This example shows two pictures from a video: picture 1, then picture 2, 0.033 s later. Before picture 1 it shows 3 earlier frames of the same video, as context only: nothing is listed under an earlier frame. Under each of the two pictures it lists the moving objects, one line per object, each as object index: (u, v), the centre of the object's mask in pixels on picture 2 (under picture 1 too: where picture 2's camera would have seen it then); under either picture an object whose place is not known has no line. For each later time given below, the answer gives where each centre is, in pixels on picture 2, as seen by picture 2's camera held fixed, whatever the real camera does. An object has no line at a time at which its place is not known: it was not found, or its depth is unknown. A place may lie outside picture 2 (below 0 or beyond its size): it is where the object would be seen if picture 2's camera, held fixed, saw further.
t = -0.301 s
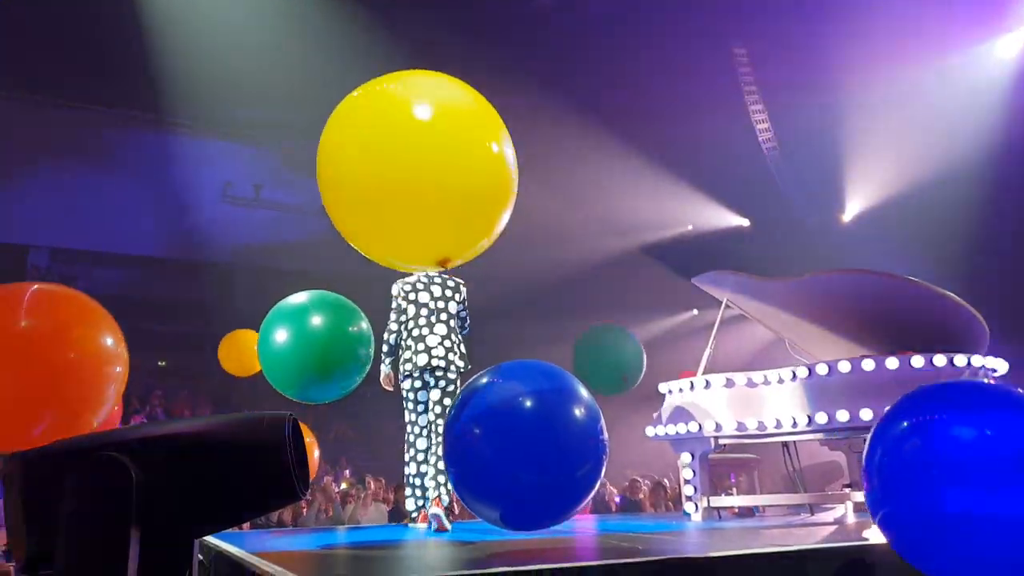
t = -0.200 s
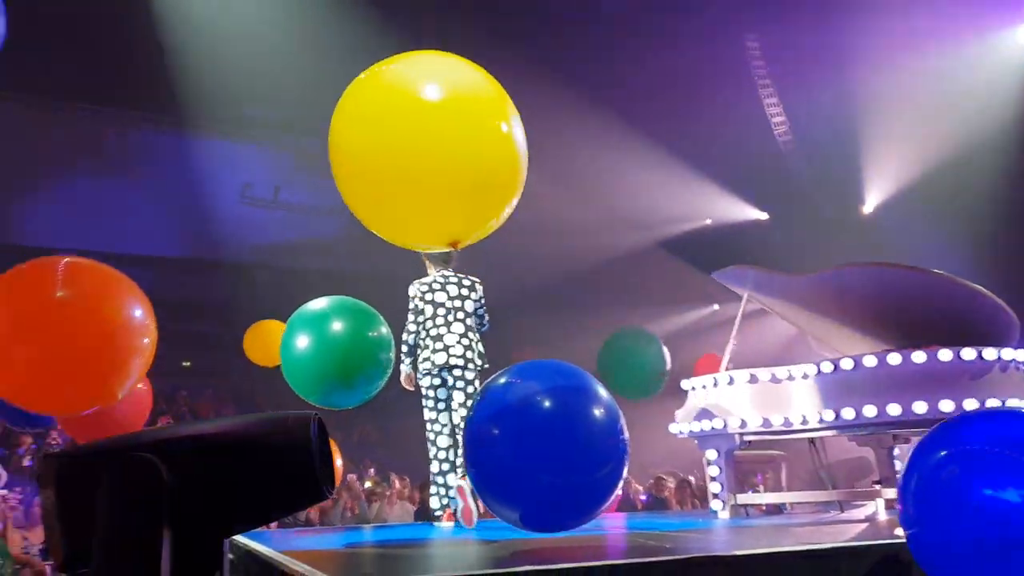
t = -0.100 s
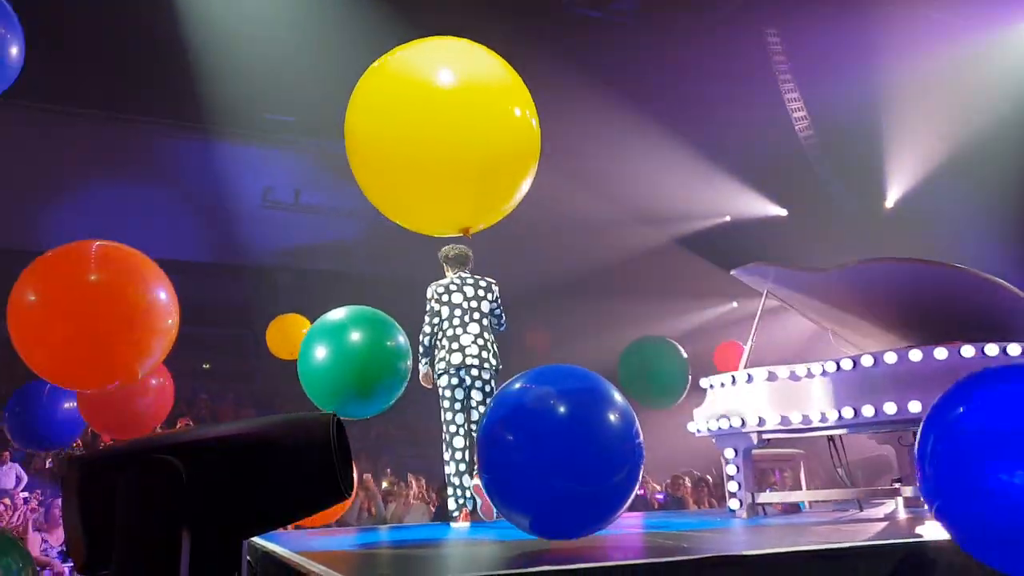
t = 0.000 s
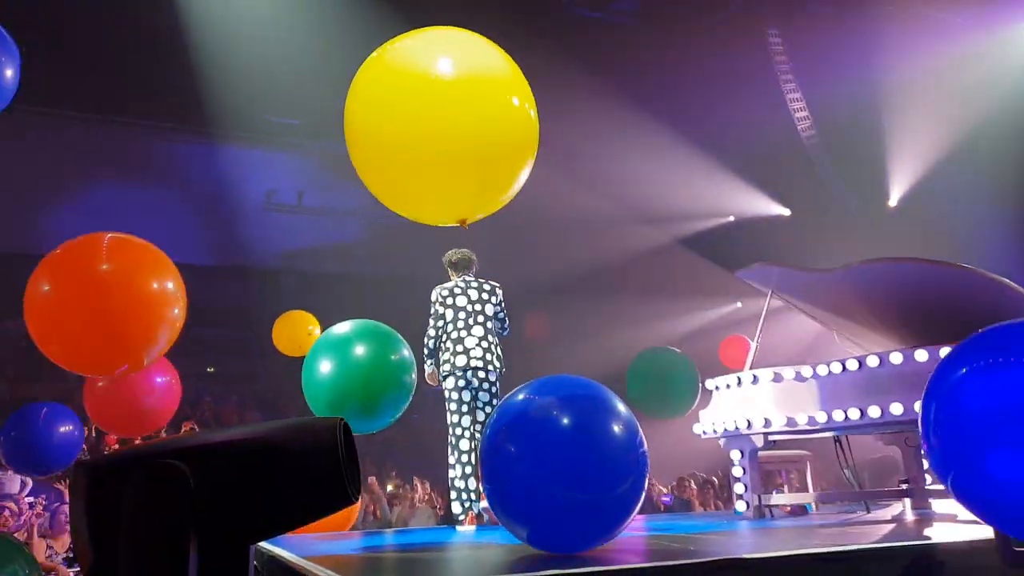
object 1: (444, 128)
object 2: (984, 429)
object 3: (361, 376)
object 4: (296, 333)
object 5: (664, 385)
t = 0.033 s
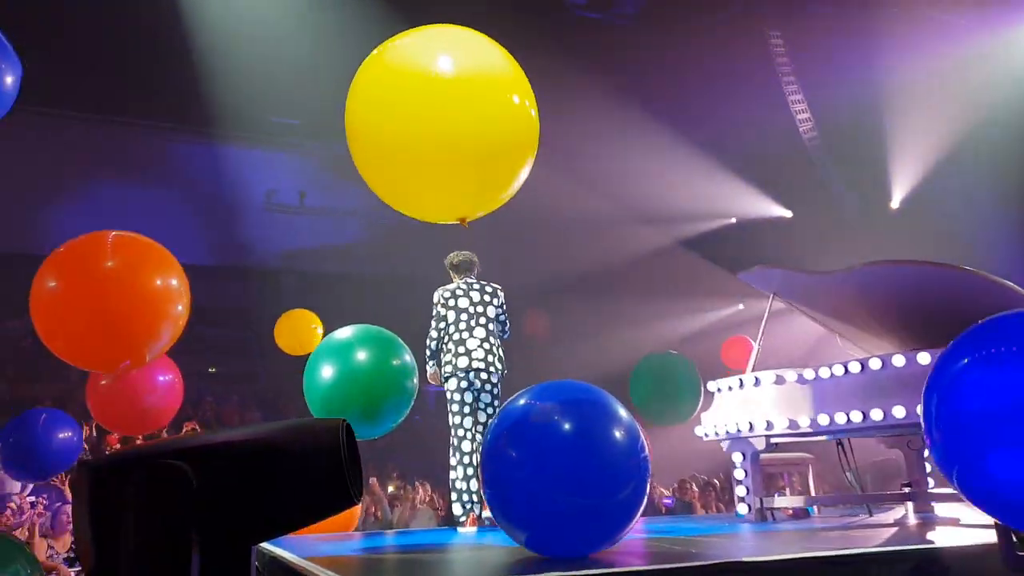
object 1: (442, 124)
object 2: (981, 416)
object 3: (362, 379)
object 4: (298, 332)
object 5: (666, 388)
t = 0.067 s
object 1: (438, 119)
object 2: (976, 402)
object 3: (362, 382)
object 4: (298, 330)
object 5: (667, 392)
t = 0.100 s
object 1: (435, 115)
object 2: (970, 389)
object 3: (363, 387)
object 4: (299, 328)
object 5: (669, 395)
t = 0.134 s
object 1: (435, 113)
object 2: (967, 379)
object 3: (364, 391)
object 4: (300, 326)
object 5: (671, 399)
